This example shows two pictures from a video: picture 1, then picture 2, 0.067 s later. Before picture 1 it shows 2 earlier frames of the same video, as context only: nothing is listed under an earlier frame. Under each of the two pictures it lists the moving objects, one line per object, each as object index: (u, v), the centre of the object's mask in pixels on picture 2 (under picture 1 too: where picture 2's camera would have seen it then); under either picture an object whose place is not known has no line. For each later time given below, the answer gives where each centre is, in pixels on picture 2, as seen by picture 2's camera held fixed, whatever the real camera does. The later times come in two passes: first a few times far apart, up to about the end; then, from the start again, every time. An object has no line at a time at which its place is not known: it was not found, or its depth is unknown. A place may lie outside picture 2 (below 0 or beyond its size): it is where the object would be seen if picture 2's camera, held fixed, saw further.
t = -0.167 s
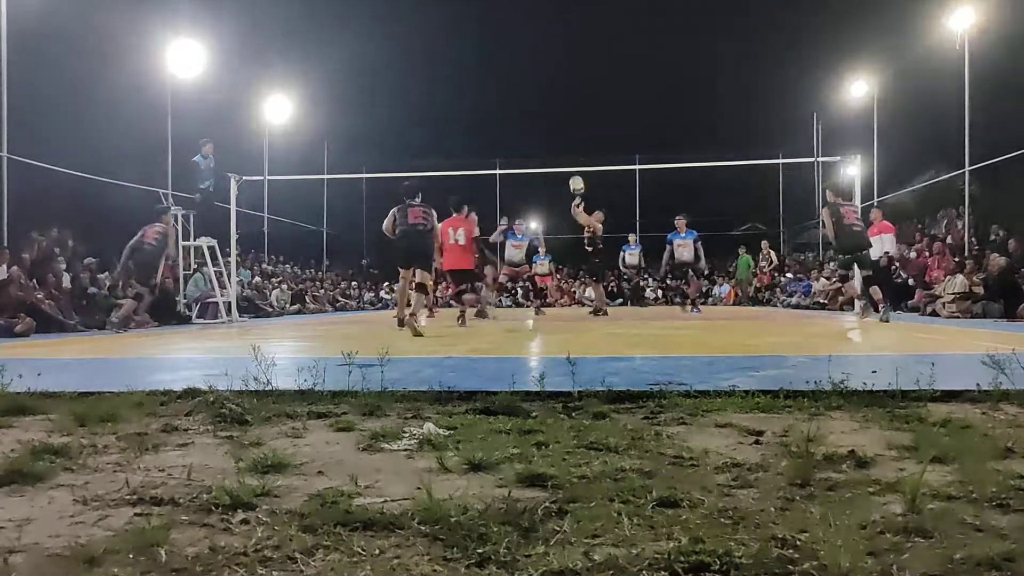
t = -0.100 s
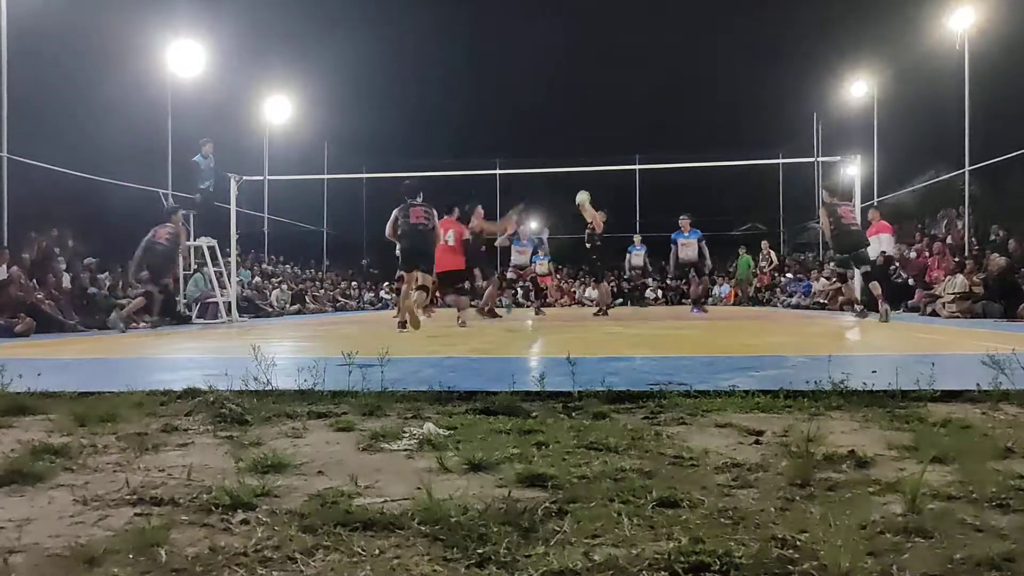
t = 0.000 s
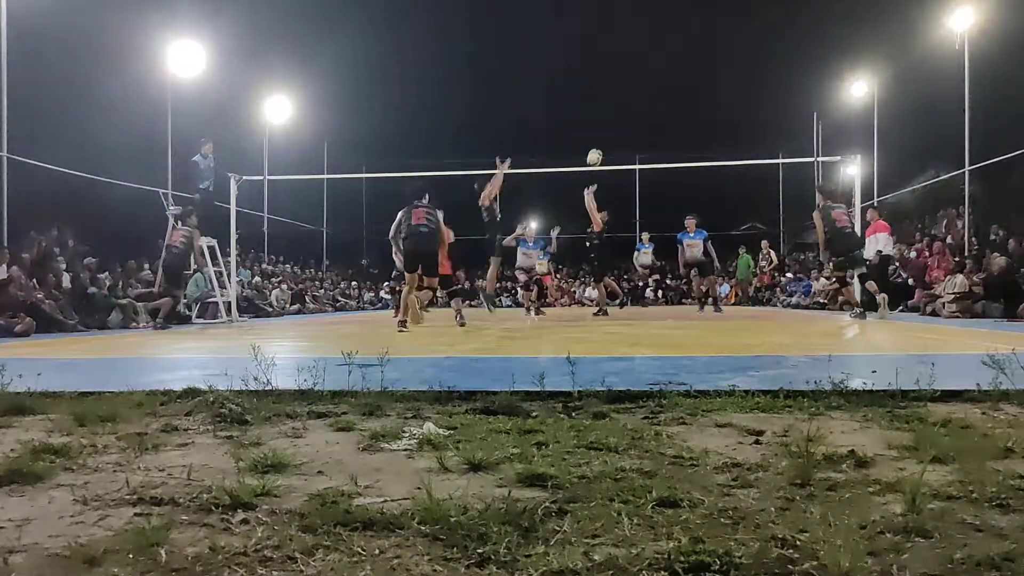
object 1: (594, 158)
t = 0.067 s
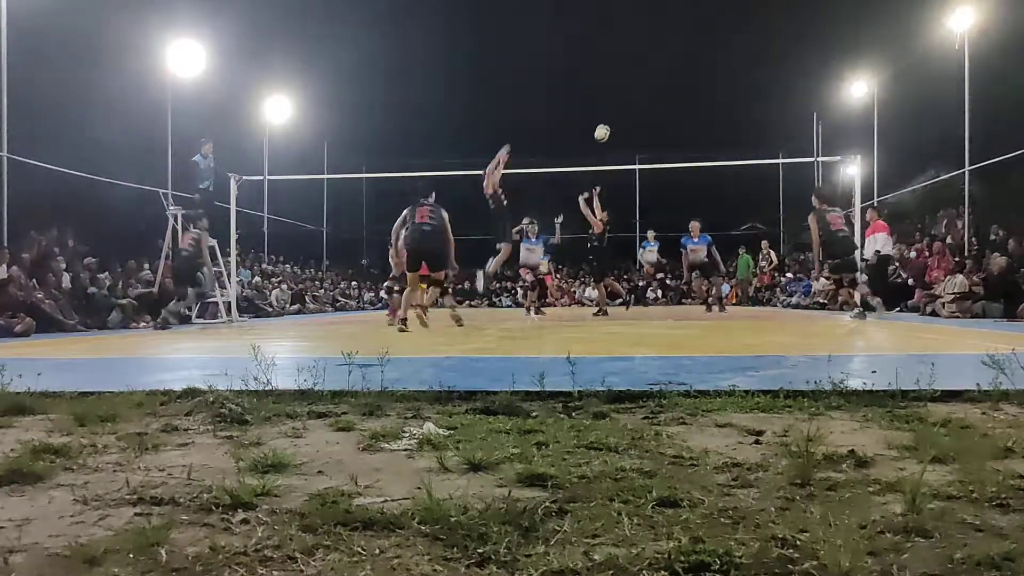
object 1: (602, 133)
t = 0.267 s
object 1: (626, 77)
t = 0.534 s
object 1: (658, 43)
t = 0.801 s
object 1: (690, 53)
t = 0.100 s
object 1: (606, 122)
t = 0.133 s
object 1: (610, 111)
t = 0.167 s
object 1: (614, 102)
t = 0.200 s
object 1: (618, 92)
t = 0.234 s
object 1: (622, 84)
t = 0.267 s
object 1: (626, 77)
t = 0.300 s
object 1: (630, 70)
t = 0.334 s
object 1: (634, 64)
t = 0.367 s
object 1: (638, 59)
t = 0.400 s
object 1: (642, 54)
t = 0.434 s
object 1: (646, 50)
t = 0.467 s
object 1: (650, 47)
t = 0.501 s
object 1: (654, 44)
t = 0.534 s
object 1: (658, 43)
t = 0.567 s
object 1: (662, 41)
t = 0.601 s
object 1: (666, 41)
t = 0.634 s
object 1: (670, 41)
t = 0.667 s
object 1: (674, 42)
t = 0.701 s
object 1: (678, 43)
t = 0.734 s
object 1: (682, 46)
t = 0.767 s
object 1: (686, 49)
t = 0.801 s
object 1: (690, 53)
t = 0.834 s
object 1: (694, 57)
